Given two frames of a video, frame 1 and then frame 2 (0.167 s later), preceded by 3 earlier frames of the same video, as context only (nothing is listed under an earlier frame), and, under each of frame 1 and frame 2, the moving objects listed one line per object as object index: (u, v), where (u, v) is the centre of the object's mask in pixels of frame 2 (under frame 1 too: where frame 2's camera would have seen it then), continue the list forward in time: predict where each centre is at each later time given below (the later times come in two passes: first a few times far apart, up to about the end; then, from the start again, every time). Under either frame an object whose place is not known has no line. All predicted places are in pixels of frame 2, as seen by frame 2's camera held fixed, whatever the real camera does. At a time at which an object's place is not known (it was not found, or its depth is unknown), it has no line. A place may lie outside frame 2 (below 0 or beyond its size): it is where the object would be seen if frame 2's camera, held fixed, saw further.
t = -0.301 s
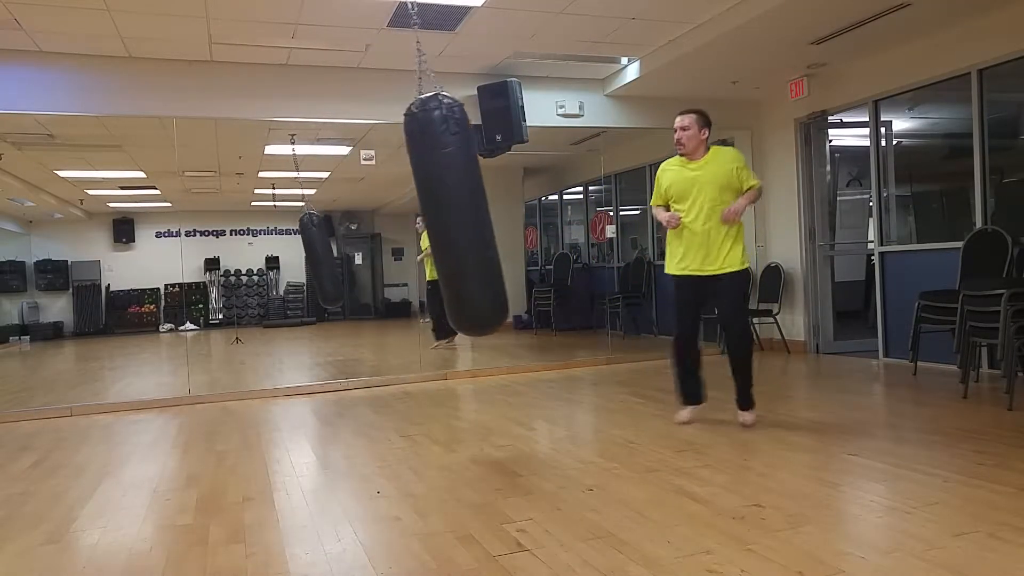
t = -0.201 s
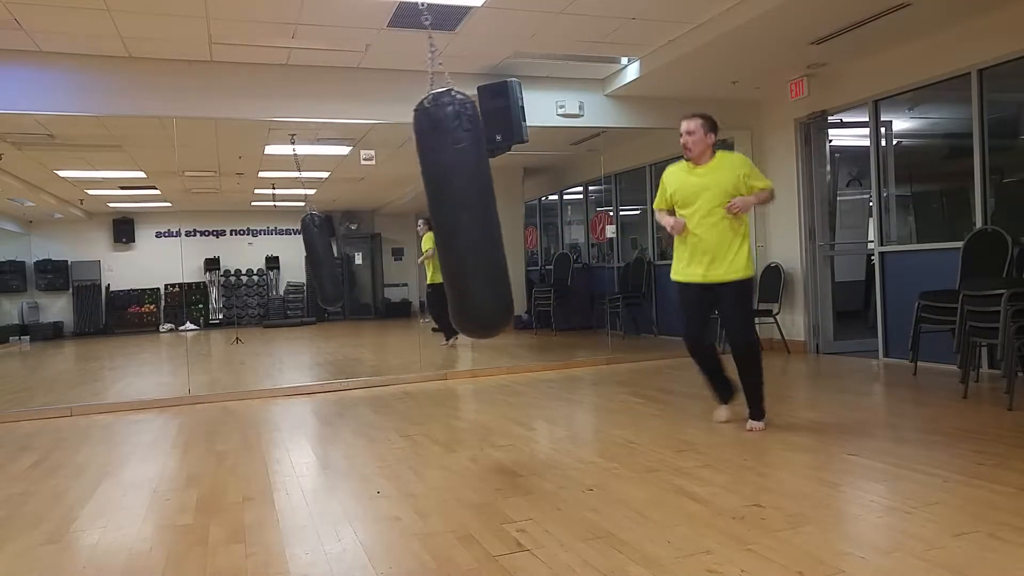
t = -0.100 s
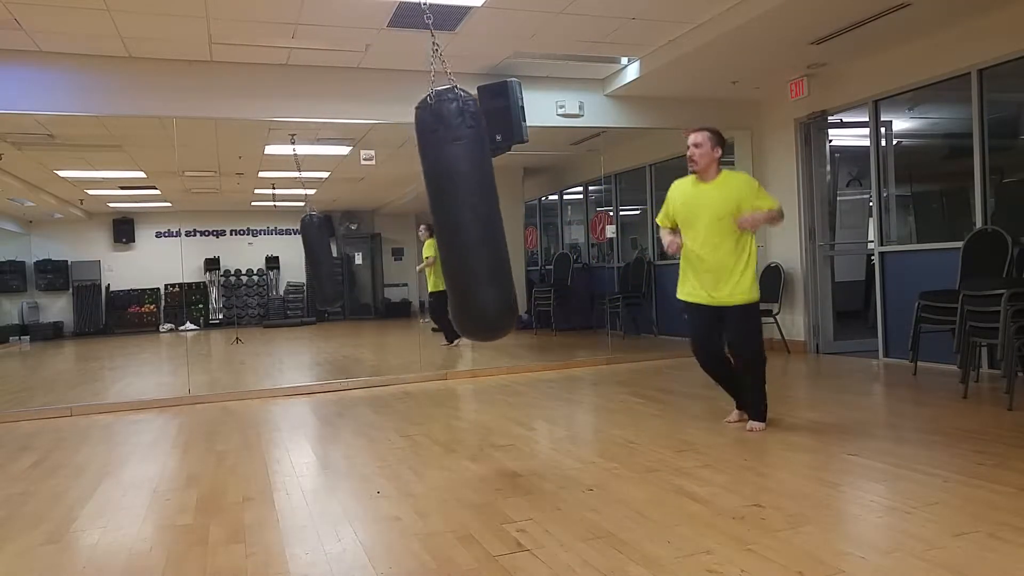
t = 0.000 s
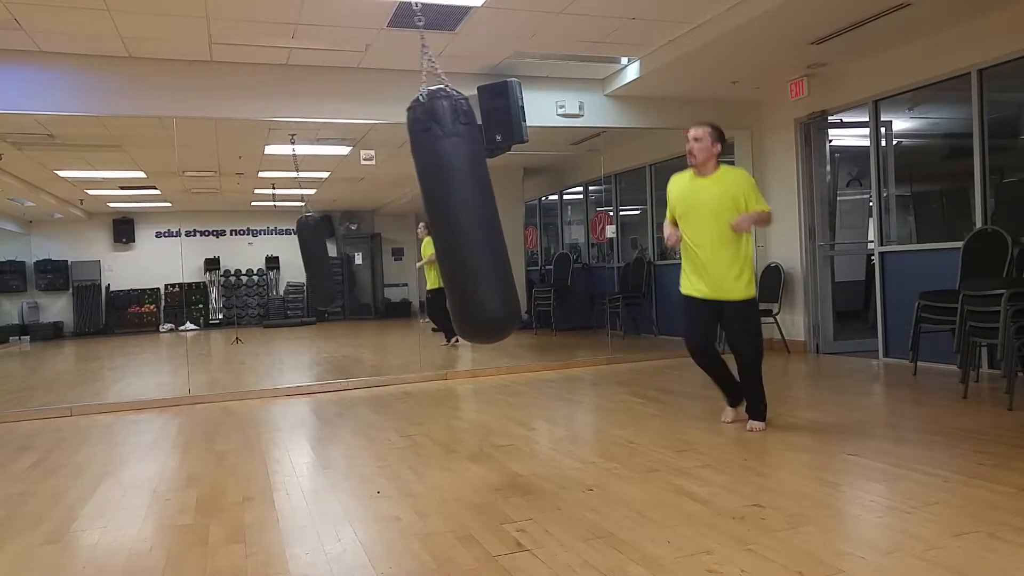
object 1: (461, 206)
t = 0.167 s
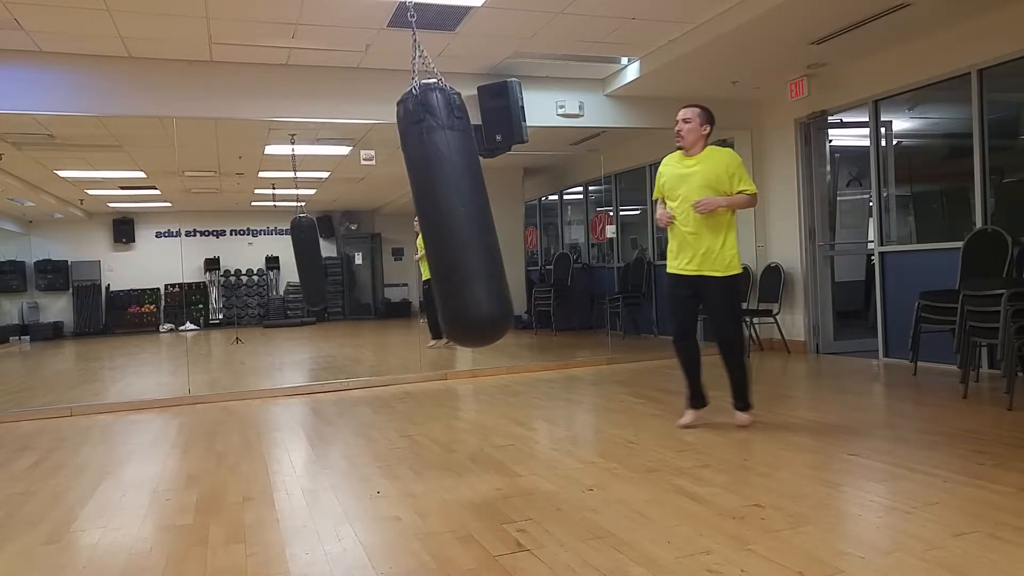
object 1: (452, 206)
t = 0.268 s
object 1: (447, 205)
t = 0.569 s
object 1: (407, 206)
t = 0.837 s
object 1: (378, 207)
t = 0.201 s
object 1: (451, 206)
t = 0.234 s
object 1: (449, 205)
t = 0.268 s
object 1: (447, 205)
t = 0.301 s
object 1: (445, 205)
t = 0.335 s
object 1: (442, 205)
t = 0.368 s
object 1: (438, 205)
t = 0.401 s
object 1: (434, 206)
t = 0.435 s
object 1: (429, 206)
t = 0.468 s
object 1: (423, 207)
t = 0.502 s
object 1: (417, 206)
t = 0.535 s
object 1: (412, 207)
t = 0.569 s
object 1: (407, 206)
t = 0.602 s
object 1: (403, 206)
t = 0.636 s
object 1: (398, 206)
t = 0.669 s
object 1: (394, 205)
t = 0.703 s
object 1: (390, 205)
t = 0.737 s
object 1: (387, 205)
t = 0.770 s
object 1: (384, 205)
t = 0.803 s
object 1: (381, 206)
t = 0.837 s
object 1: (378, 207)
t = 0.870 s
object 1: (374, 208)
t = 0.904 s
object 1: (371, 209)
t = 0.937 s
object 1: (367, 210)
